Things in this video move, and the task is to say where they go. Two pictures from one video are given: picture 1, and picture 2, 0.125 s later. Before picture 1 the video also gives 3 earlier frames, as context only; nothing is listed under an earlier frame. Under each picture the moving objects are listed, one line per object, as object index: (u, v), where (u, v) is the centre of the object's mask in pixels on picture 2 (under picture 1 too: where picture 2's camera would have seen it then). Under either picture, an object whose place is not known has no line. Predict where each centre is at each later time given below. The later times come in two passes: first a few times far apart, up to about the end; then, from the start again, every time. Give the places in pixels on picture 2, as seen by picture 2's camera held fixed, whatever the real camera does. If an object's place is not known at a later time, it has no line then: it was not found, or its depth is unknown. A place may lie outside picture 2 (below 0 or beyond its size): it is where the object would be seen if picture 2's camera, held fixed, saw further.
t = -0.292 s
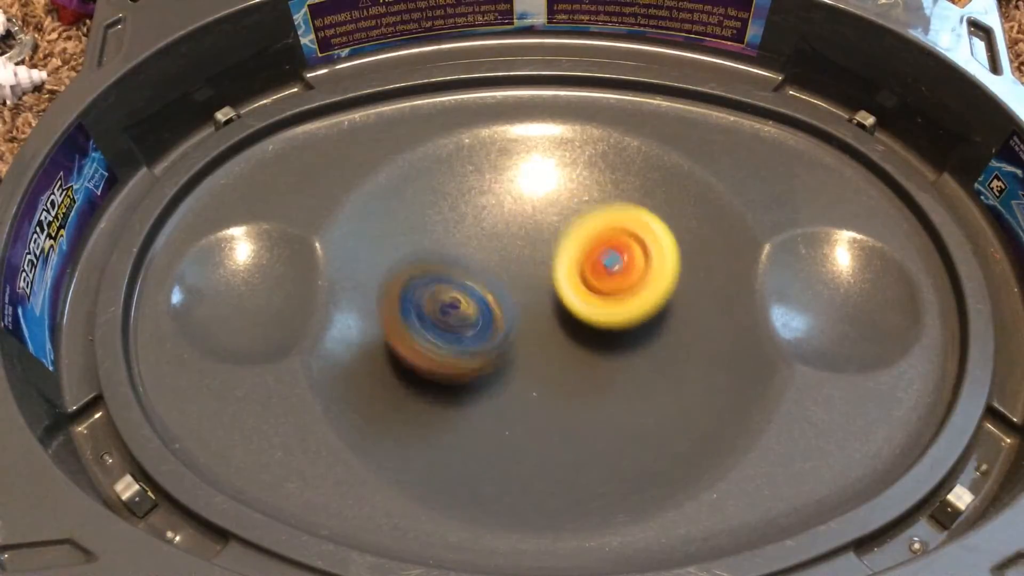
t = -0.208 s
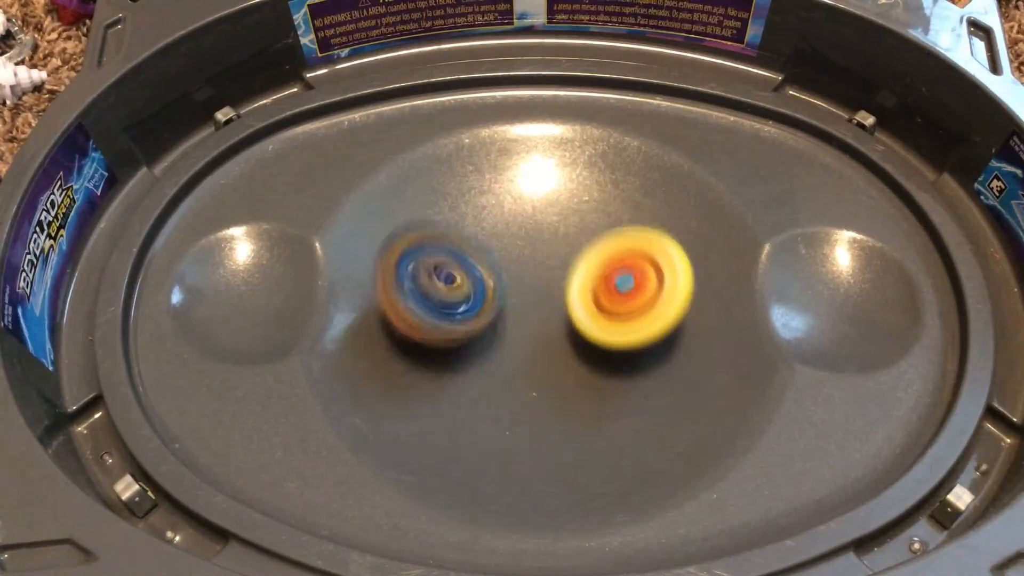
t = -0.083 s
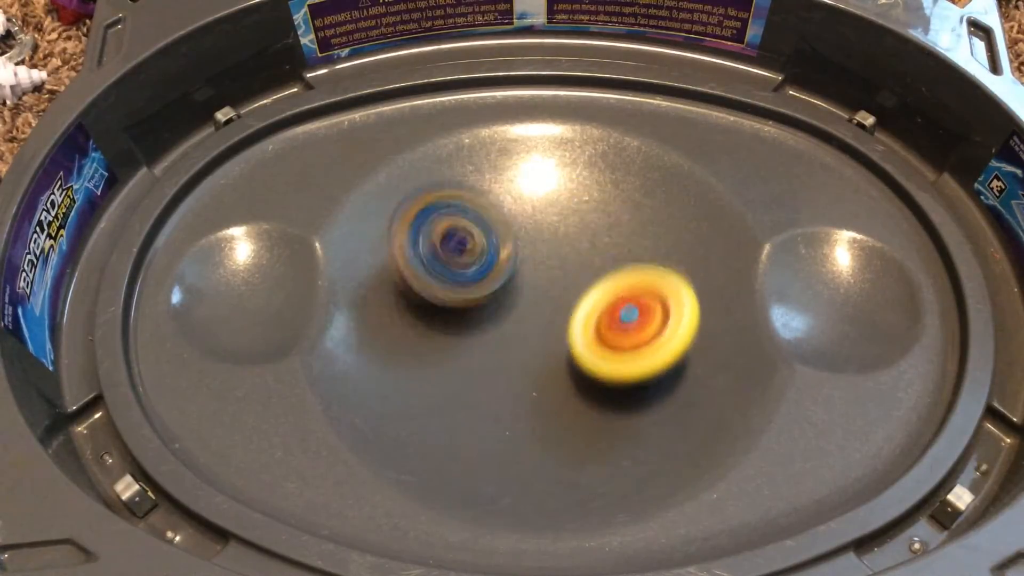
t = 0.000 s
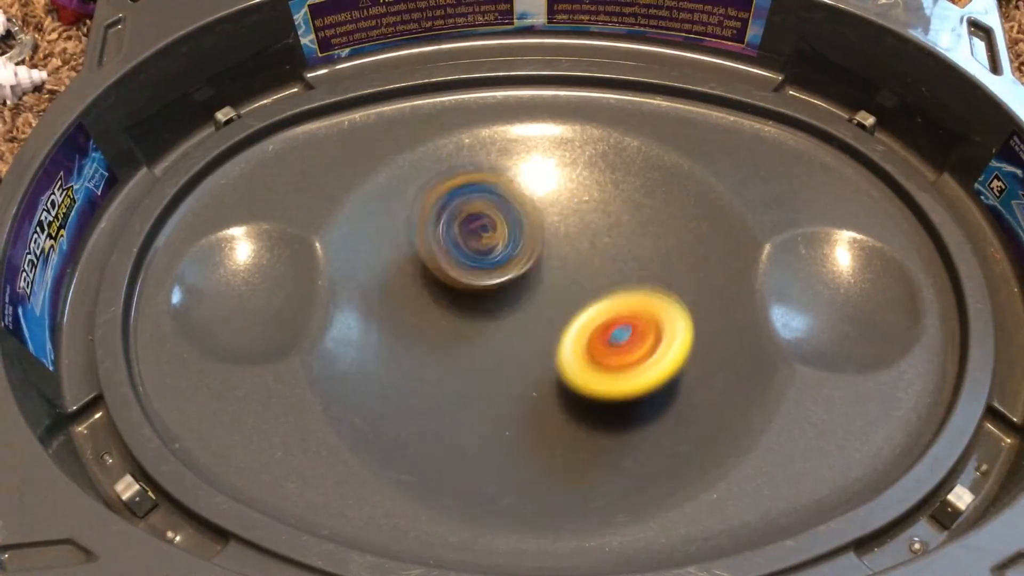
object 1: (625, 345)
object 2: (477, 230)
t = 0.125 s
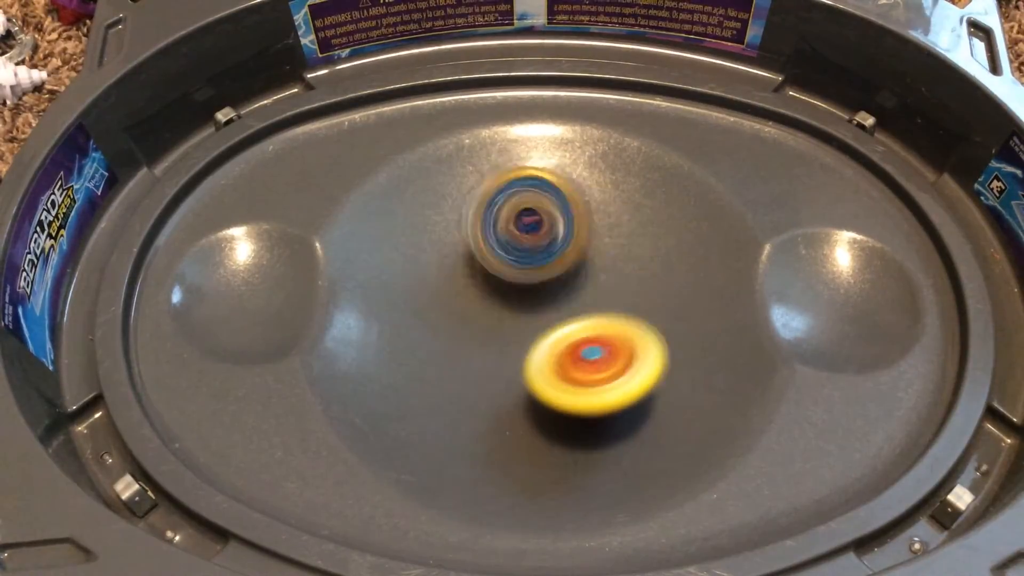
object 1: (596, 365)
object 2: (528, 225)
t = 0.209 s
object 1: (567, 368)
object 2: (567, 233)
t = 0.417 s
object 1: (498, 340)
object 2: (629, 290)
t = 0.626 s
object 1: (463, 281)
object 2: (606, 353)
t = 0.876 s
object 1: (484, 223)
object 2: (506, 347)
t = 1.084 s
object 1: (546, 211)
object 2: (465, 307)
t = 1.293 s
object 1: (607, 250)
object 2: (475, 283)
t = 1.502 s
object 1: (686, 317)
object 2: (487, 271)
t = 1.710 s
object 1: (631, 349)
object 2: (491, 286)
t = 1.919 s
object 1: (574, 350)
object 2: (472, 278)
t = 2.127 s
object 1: (551, 340)
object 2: (473, 262)
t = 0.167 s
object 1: (582, 368)
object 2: (553, 227)
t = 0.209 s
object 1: (567, 368)
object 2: (567, 233)
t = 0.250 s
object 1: (552, 366)
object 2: (587, 241)
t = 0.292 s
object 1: (538, 362)
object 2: (598, 248)
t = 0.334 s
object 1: (523, 357)
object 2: (613, 262)
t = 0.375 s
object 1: (510, 349)
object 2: (623, 273)
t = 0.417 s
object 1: (498, 340)
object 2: (629, 290)
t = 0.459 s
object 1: (488, 330)
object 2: (634, 303)
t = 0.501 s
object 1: (478, 318)
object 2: (630, 319)
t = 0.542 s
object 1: (471, 306)
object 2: (627, 332)
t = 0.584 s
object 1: (466, 293)
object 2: (616, 344)
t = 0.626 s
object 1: (463, 281)
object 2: (606, 353)
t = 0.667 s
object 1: (462, 268)
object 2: (589, 361)
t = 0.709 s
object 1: (462, 257)
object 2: (575, 364)
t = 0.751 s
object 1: (465, 246)
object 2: (555, 365)
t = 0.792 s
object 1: (470, 236)
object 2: (540, 362)
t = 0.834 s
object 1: (476, 229)
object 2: (520, 357)
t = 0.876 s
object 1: (484, 223)
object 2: (506, 347)
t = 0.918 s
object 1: (494, 219)
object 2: (495, 335)
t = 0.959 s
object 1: (507, 211)
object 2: (477, 324)
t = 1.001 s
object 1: (522, 209)
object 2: (468, 317)
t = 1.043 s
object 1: (534, 209)
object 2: (467, 312)
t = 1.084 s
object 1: (546, 211)
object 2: (465, 307)
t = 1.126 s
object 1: (559, 215)
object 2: (463, 296)
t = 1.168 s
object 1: (574, 222)
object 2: (468, 286)
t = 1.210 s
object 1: (590, 229)
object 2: (468, 282)
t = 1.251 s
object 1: (599, 239)
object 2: (471, 283)
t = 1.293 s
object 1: (607, 250)
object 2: (475, 283)
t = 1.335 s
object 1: (613, 261)
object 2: (487, 284)
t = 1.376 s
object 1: (617, 273)
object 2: (491, 285)
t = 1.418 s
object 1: (637, 288)
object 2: (496, 283)
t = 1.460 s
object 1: (670, 303)
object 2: (484, 274)
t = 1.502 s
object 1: (686, 317)
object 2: (487, 271)
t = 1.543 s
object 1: (687, 327)
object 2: (496, 274)
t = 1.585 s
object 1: (680, 335)
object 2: (502, 285)
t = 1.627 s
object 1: (667, 341)
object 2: (495, 294)
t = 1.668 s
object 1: (650, 345)
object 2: (489, 291)
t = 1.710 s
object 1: (631, 349)
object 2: (491, 286)
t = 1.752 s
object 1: (611, 350)
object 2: (493, 286)
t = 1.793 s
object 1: (594, 350)
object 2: (492, 287)
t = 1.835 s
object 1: (582, 350)
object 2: (486, 285)
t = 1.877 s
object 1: (579, 355)
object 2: (481, 280)
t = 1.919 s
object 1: (574, 350)
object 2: (472, 278)
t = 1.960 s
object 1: (565, 345)
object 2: (468, 275)
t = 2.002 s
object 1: (557, 337)
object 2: (463, 273)
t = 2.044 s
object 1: (550, 332)
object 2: (461, 268)
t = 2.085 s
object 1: (550, 338)
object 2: (465, 264)
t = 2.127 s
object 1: (551, 340)
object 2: (473, 262)
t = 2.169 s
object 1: (553, 339)
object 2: (477, 262)
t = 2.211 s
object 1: (556, 335)
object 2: (483, 259)
